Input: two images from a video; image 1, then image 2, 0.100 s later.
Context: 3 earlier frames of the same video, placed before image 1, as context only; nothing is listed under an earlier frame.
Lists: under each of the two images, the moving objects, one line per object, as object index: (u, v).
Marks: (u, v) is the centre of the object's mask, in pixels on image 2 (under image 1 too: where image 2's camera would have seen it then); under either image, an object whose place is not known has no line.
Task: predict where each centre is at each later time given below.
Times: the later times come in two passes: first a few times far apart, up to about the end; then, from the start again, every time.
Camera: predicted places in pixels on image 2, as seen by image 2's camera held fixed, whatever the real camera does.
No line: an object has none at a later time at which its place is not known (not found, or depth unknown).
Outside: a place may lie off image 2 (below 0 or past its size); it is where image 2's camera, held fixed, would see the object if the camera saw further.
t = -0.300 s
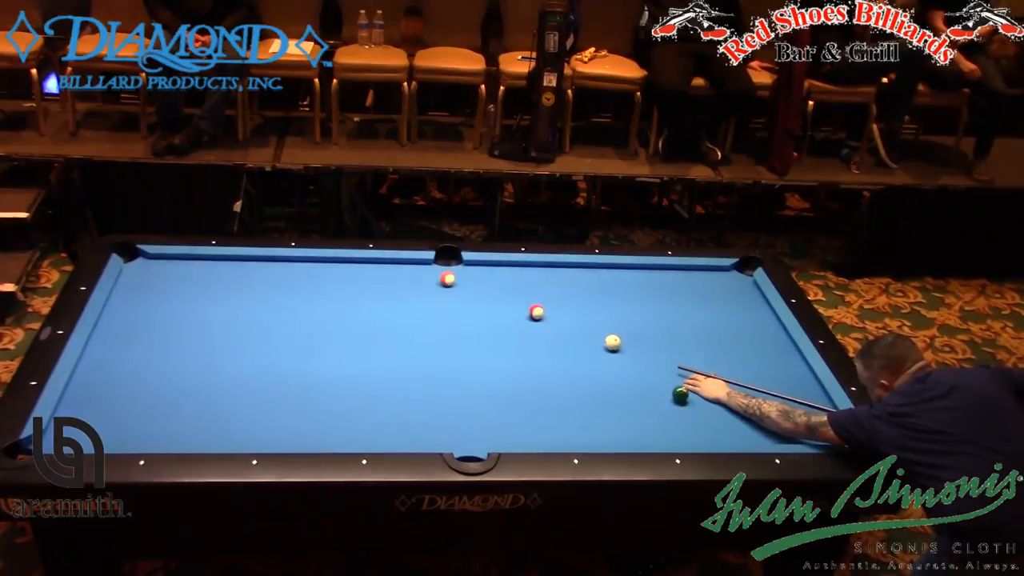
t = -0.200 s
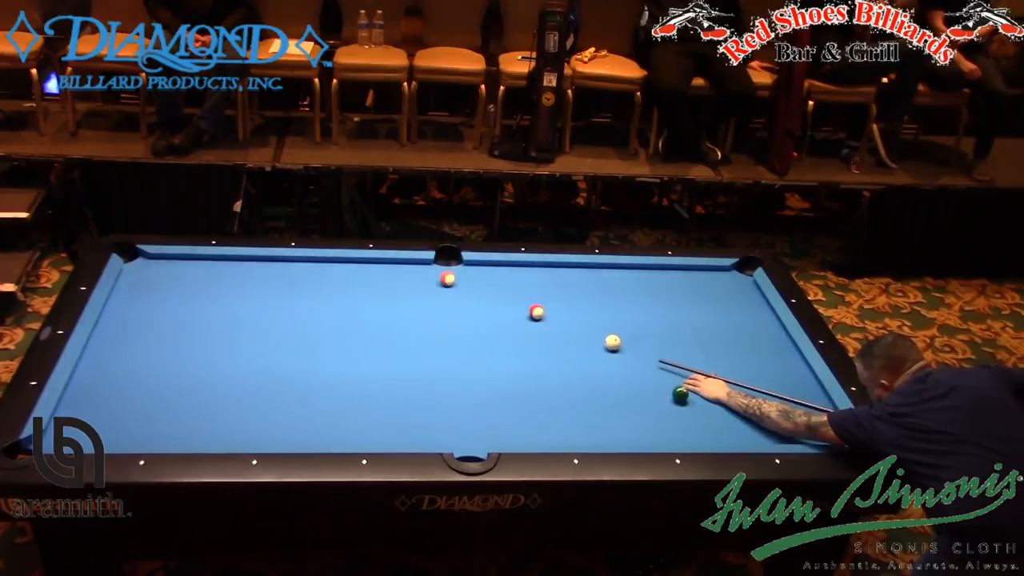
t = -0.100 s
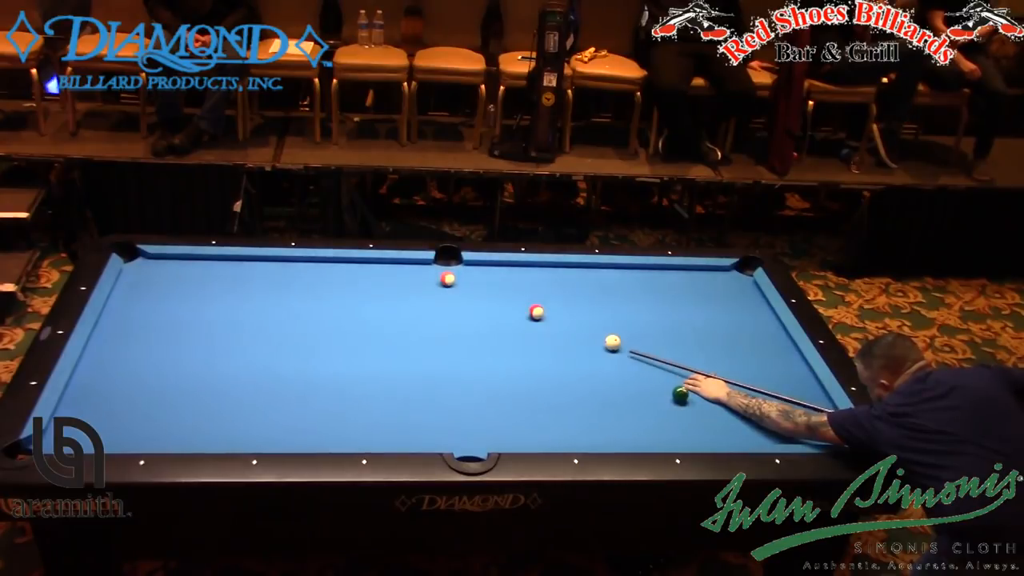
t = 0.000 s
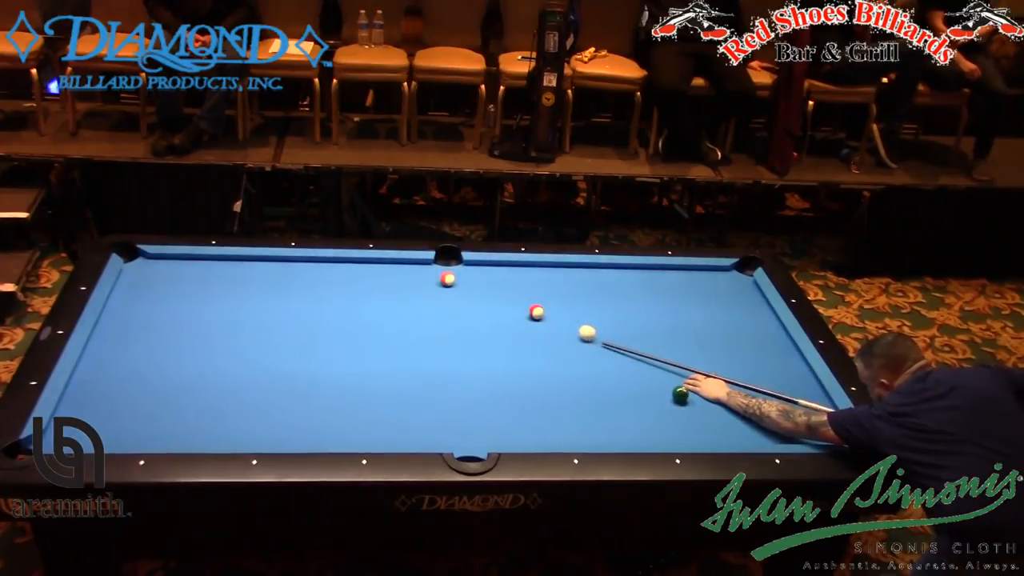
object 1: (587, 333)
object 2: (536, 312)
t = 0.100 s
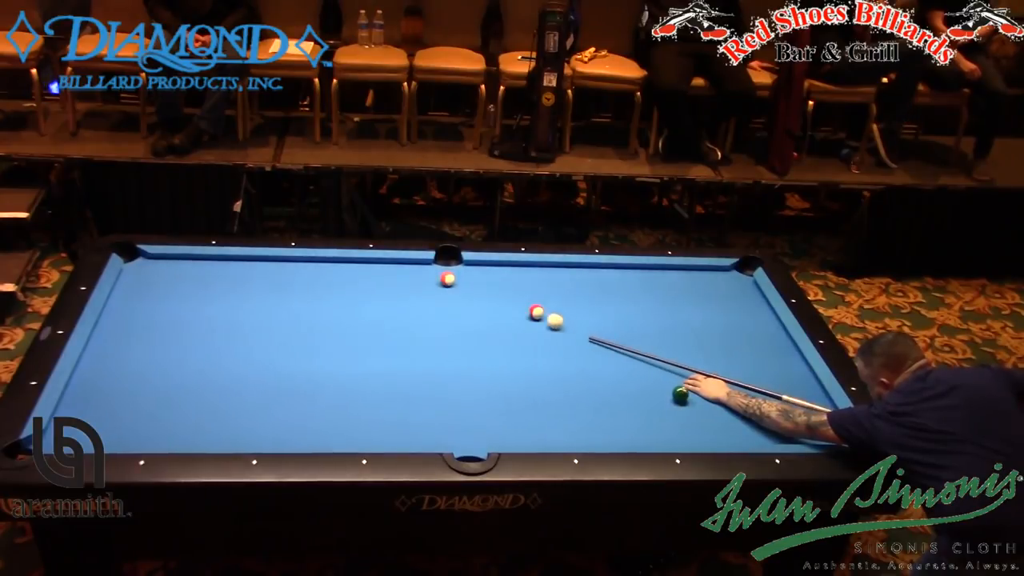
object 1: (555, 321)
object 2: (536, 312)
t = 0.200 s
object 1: (542, 319)
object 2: (523, 304)
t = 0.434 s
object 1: (530, 323)
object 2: (490, 285)
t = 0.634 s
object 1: (520, 325)
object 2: (466, 270)
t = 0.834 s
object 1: (511, 328)
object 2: (443, 259)
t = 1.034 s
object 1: (502, 330)
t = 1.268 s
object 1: (494, 332)
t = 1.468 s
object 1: (486, 334)
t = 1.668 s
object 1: (480, 336)
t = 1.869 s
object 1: (475, 338)
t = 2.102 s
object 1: (470, 339)
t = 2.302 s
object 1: (466, 340)
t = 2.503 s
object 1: (462, 341)
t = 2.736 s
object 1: (460, 342)
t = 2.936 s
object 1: (458, 342)
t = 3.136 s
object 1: (458, 343)
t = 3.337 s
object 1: (457, 343)
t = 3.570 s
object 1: (457, 343)
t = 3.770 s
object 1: (457, 343)
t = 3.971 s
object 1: (457, 343)
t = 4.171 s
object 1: (457, 343)
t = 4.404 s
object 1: (457, 343)
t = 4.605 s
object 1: (457, 342)
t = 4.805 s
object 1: (457, 343)
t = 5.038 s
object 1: (457, 343)
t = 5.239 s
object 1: (457, 343)
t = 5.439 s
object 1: (455, 342)
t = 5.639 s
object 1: (456, 342)
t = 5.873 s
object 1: (457, 343)
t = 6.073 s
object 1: (457, 343)
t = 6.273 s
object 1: (457, 342)
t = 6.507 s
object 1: (457, 343)
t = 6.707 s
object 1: (457, 343)
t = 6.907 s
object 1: (457, 343)
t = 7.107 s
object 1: (457, 343)
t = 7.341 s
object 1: (457, 343)
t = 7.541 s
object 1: (457, 343)
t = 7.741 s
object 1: (457, 343)
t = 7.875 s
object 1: (457, 343)
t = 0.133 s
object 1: (546, 318)
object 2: (535, 311)
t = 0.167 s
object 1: (544, 319)
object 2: (529, 308)
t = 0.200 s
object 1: (542, 319)
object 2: (523, 304)
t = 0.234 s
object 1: (540, 320)
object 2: (518, 301)
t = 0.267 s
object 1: (538, 320)
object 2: (512, 298)
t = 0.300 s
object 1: (537, 321)
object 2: (508, 295)
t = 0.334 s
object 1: (535, 321)
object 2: (504, 293)
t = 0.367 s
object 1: (533, 322)
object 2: (499, 290)
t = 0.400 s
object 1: (532, 322)
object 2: (495, 287)
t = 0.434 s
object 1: (530, 323)
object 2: (490, 285)
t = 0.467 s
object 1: (528, 323)
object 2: (486, 283)
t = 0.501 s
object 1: (526, 324)
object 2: (482, 279)
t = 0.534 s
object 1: (525, 324)
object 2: (478, 277)
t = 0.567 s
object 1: (523, 324)
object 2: (474, 275)
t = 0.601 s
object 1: (522, 325)
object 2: (470, 272)
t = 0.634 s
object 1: (520, 325)
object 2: (466, 270)
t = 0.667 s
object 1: (519, 326)
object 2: (462, 267)
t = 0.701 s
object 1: (517, 326)
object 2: (458, 265)
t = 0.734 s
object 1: (515, 327)
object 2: (454, 263)
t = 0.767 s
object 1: (514, 327)
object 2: (450, 261)
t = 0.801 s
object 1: (512, 328)
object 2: (446, 259)
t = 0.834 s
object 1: (511, 328)
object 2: (443, 259)
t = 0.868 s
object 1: (510, 328)
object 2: (440, 260)
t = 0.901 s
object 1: (508, 329)
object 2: (440, 263)
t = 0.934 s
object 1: (507, 329)
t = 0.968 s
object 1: (505, 330)
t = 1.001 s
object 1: (504, 330)
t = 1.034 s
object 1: (502, 330)
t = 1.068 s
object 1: (501, 330)
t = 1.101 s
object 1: (500, 331)
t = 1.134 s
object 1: (499, 331)
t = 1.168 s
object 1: (497, 332)
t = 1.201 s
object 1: (496, 332)
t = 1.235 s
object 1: (495, 332)
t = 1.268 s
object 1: (494, 332)
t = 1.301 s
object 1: (492, 333)
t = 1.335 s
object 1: (491, 333)
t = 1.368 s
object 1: (490, 333)
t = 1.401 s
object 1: (489, 334)
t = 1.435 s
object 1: (488, 334)
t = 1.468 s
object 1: (486, 334)
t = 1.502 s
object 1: (485, 334)
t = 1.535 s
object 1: (484, 335)
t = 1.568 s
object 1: (483, 335)
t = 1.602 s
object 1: (482, 335)
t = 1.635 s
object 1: (481, 336)
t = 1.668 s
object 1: (480, 336)
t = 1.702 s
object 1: (479, 336)
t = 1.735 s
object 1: (478, 336)
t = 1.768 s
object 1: (477, 337)
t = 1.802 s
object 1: (476, 337)
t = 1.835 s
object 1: (475, 337)
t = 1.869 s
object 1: (475, 338)
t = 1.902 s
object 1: (474, 338)
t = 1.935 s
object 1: (473, 338)
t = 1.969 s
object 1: (472, 338)
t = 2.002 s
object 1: (472, 338)
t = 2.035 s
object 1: (471, 339)
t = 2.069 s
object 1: (470, 339)
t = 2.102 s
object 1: (470, 339)
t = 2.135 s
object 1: (469, 339)
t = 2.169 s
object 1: (468, 339)
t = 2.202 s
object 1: (467, 340)
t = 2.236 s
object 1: (467, 340)
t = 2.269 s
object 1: (466, 340)
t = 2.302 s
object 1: (466, 340)
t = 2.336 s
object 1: (465, 340)
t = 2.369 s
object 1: (464, 340)
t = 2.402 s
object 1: (464, 341)
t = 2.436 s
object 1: (463, 341)
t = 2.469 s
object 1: (463, 341)
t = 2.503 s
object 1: (462, 341)
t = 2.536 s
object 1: (462, 341)
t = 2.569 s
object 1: (461, 341)
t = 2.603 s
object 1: (461, 342)
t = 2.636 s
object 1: (461, 342)
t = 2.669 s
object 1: (460, 342)
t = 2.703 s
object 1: (460, 342)
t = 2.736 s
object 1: (460, 342)
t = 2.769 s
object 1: (459, 342)
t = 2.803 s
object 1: (459, 342)
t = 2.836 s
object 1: (459, 342)
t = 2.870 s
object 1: (458, 342)
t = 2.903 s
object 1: (458, 342)
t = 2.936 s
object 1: (458, 342)
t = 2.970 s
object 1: (458, 343)
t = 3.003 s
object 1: (458, 343)
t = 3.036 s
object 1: (458, 343)
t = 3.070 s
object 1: (458, 343)
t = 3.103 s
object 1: (458, 343)
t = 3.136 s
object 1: (458, 343)
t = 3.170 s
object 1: (458, 343)
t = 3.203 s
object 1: (457, 343)
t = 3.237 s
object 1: (457, 343)
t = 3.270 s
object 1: (457, 343)
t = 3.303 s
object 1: (457, 343)
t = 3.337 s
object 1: (457, 343)
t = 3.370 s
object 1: (457, 343)
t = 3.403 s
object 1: (457, 343)
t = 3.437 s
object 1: (457, 343)
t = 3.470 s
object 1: (457, 343)
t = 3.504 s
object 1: (457, 343)
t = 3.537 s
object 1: (457, 343)
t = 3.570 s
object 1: (457, 343)
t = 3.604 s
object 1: (457, 342)
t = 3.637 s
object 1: (457, 343)
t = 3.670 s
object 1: (457, 342)
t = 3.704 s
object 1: (457, 343)
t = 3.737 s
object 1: (457, 343)
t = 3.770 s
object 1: (457, 343)
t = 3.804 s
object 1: (457, 343)
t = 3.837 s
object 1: (457, 342)
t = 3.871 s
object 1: (457, 343)
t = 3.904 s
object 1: (457, 343)
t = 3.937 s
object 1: (457, 342)
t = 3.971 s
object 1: (457, 343)
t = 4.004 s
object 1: (457, 343)
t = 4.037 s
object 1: (457, 342)
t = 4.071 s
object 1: (456, 342)
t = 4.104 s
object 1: (458, 343)
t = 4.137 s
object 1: (457, 343)
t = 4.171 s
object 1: (457, 343)
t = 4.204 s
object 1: (457, 343)
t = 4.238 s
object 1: (457, 343)
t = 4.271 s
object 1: (457, 343)
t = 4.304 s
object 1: (457, 343)
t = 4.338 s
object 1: (457, 343)
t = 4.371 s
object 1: (457, 343)
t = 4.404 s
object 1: (457, 343)
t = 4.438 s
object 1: (457, 343)
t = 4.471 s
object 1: (457, 343)
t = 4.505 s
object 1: (457, 343)
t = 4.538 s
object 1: (457, 343)
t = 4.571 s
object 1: (457, 343)
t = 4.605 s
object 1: (457, 342)
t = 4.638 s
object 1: (457, 343)
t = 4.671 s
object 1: (457, 343)
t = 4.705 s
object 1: (457, 343)
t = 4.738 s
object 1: (457, 343)
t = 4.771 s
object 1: (457, 343)
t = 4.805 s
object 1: (457, 343)
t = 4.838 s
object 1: (457, 343)
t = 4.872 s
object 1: (457, 343)
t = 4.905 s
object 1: (457, 343)
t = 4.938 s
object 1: (457, 343)
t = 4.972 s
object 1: (457, 343)
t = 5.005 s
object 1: (457, 343)
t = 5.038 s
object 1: (457, 343)
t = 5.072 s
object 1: (457, 343)
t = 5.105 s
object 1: (457, 343)
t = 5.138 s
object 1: (457, 343)
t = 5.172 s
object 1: (457, 343)
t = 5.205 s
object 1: (457, 343)
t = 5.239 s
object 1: (457, 343)
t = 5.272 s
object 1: (457, 343)
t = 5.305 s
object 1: (457, 342)
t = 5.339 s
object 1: (457, 342)
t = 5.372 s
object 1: (455, 342)
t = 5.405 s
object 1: (455, 342)
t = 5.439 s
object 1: (455, 342)
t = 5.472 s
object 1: (455, 342)
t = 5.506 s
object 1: (455, 342)
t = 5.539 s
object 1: (455, 342)
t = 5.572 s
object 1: (455, 342)
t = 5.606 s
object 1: (455, 342)
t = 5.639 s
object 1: (456, 342)
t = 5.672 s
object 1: (456, 342)
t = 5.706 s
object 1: (457, 343)
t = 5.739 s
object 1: (457, 343)
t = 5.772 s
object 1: (457, 343)
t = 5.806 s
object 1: (457, 343)
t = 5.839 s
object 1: (457, 343)
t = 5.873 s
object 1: (457, 343)
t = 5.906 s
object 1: (457, 343)
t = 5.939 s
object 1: (457, 343)
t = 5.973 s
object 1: (457, 343)
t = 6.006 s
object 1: (457, 343)
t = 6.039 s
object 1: (457, 343)
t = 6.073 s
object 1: (457, 343)
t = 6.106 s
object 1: (457, 343)
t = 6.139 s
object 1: (457, 343)
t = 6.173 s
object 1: (457, 343)
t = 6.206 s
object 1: (457, 343)
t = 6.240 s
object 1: (457, 343)
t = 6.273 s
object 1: (457, 342)
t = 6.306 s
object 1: (457, 343)
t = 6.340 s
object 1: (457, 343)
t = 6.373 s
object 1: (457, 342)
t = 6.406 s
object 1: (457, 342)
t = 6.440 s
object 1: (457, 342)
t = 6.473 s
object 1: (457, 342)
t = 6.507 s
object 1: (457, 343)
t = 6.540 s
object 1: (457, 343)
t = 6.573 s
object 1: (457, 343)
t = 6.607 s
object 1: (457, 343)
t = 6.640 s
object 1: (457, 342)
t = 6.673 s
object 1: (457, 342)
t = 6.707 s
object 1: (457, 343)
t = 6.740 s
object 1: (457, 343)
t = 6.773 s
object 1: (457, 343)
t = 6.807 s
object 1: (457, 343)
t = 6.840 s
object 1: (457, 343)
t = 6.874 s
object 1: (457, 343)
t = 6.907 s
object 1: (457, 343)
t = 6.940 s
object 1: (457, 343)
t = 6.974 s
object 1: (457, 342)
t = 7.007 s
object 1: (457, 343)
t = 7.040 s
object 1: (457, 343)
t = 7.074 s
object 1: (457, 343)
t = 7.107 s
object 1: (457, 343)
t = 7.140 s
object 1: (457, 343)
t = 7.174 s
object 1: (457, 343)
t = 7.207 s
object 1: (457, 343)
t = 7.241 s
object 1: (457, 343)
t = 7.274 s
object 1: (457, 343)
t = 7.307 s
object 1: (457, 343)
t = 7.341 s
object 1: (457, 343)
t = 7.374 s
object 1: (457, 343)
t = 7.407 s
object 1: (457, 343)
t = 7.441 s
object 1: (457, 343)
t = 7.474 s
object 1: (457, 343)
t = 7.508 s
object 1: (457, 343)
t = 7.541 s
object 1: (457, 343)
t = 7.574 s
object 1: (457, 343)
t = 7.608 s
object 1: (457, 343)
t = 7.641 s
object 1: (457, 343)
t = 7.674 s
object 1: (457, 343)
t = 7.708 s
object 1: (457, 343)
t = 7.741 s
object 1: (457, 343)
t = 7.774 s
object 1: (457, 343)
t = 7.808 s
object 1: (457, 343)
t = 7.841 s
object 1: (457, 343)
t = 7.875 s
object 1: (457, 343)
